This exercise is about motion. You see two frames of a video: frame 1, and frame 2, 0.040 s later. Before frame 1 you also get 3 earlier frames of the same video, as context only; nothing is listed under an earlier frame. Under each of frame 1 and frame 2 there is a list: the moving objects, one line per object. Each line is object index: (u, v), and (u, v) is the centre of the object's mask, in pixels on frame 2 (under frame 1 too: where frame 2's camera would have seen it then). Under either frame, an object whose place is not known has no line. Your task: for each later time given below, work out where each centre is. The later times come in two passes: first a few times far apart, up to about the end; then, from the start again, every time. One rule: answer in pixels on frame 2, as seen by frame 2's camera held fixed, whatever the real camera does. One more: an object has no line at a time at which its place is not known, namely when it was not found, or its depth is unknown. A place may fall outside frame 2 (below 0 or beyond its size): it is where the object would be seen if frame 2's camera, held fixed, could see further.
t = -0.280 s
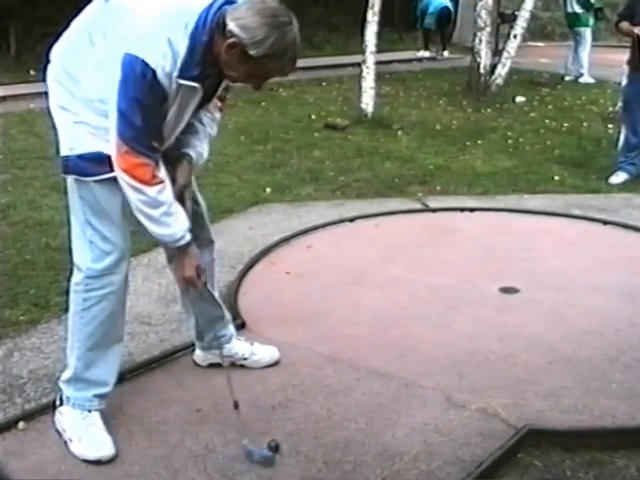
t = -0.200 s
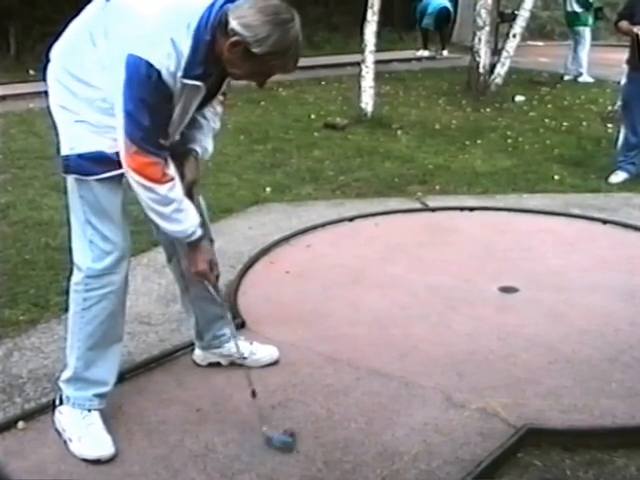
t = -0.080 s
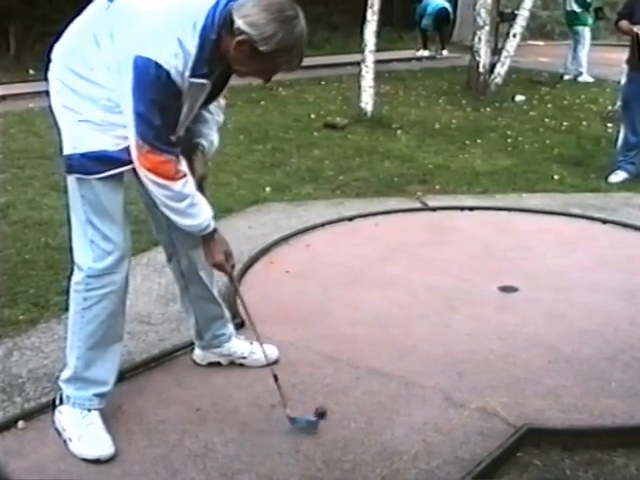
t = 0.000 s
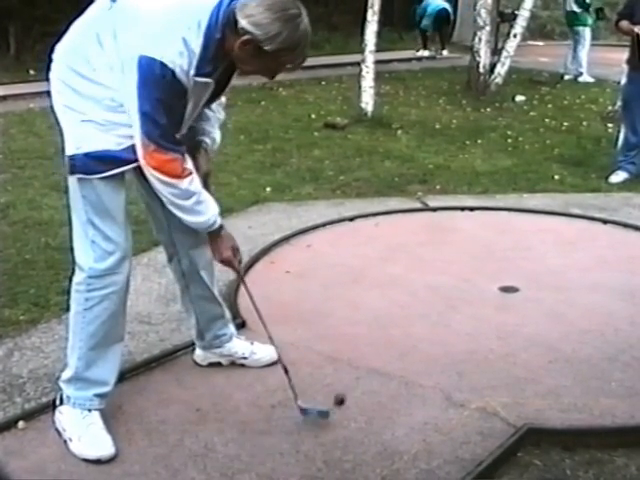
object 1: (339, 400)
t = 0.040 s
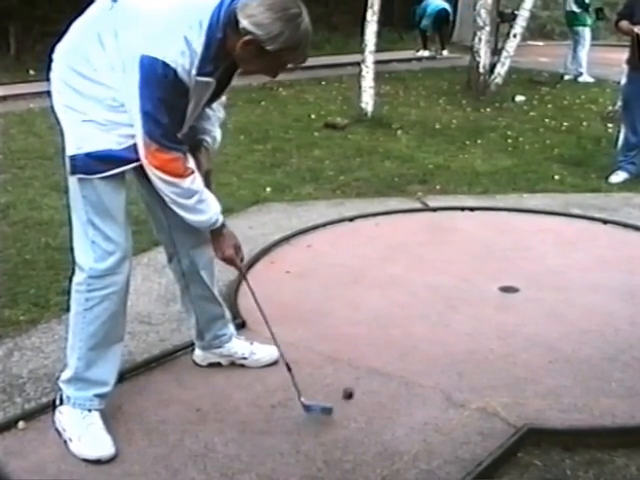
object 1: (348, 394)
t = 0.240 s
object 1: (388, 365)
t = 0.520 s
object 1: (433, 333)
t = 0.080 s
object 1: (356, 388)
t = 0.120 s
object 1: (365, 382)
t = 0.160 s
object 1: (373, 376)
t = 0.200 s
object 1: (381, 371)
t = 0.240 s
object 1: (388, 365)
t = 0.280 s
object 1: (394, 360)
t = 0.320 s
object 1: (402, 356)
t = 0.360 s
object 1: (408, 351)
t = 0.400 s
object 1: (415, 346)
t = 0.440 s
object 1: (421, 342)
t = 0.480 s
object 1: (428, 337)
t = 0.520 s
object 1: (433, 333)
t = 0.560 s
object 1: (439, 329)
